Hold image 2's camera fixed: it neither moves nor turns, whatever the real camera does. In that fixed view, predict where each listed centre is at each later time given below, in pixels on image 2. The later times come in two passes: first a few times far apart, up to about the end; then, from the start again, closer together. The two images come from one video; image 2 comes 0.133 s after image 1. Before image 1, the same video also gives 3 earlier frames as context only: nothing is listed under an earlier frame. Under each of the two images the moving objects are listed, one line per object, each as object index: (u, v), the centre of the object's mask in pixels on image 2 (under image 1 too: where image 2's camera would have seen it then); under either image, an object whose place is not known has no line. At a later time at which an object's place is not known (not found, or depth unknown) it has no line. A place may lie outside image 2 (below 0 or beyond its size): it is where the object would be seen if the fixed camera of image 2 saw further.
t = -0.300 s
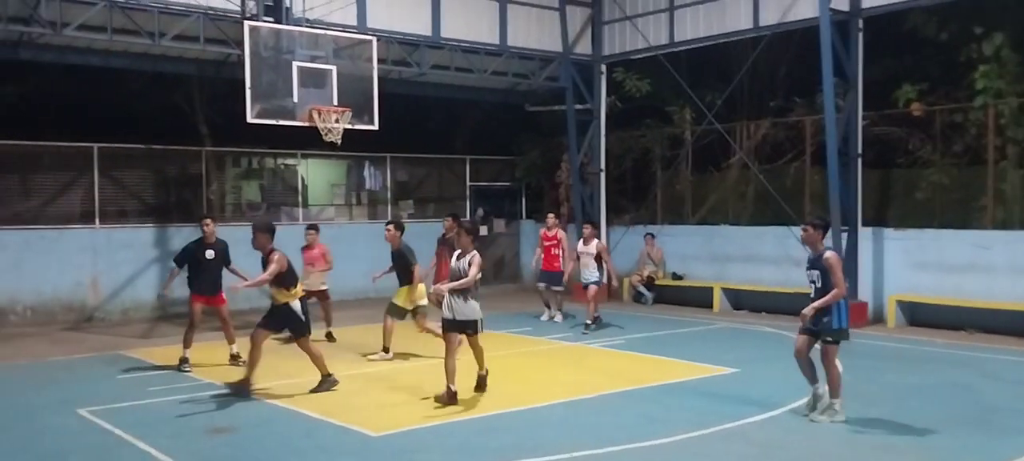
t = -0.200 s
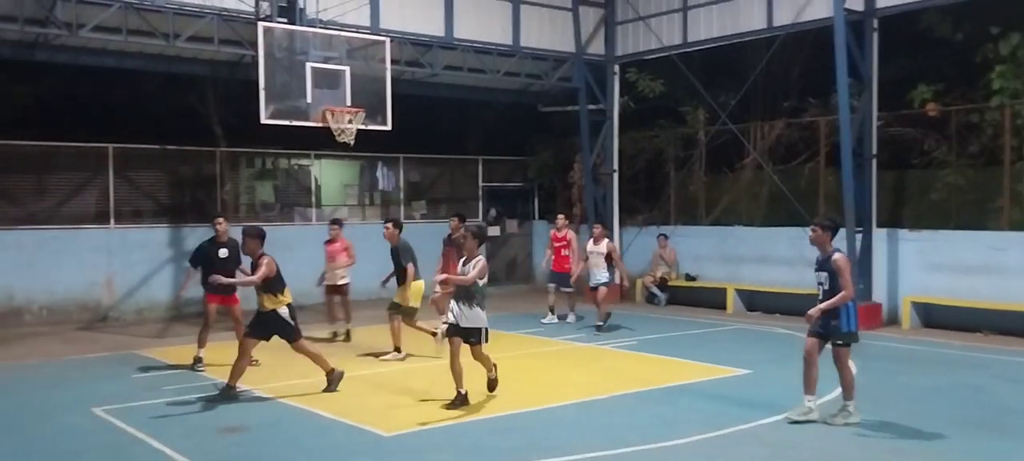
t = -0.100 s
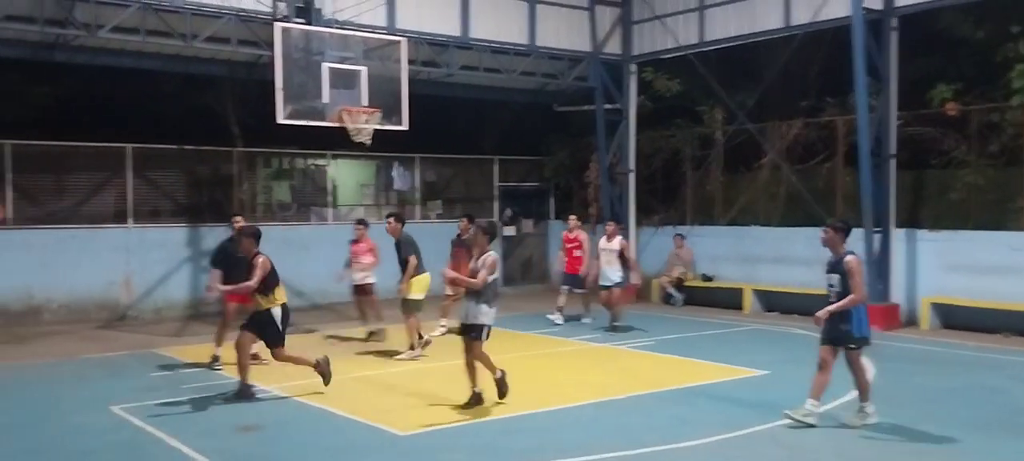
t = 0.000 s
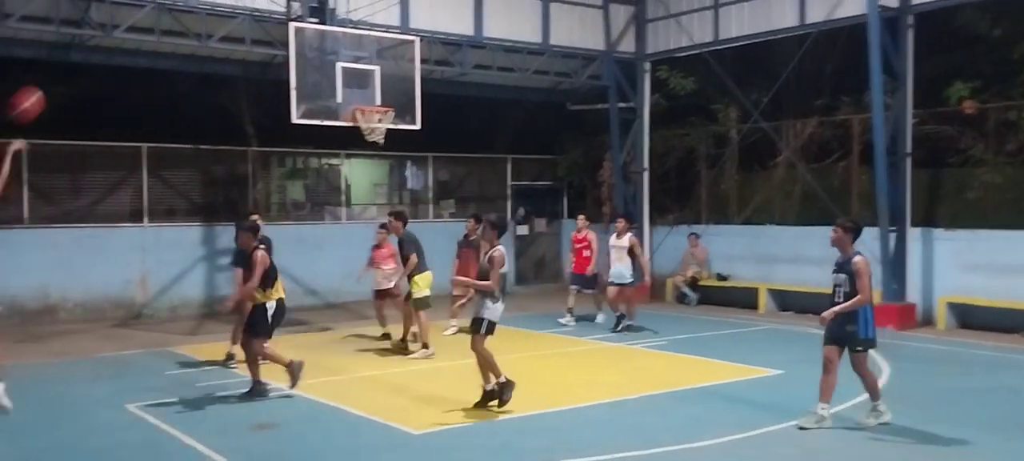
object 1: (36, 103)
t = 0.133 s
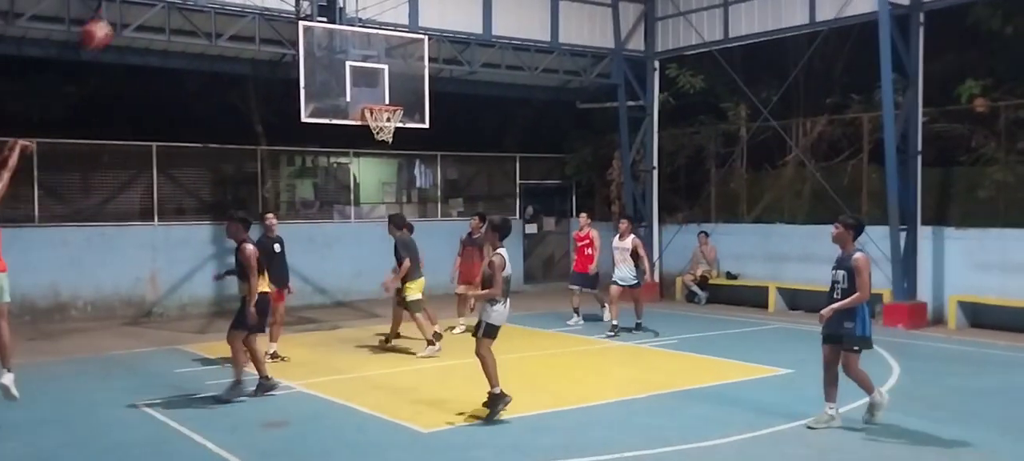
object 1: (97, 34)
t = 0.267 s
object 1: (148, 3)
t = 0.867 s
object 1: (326, 34)
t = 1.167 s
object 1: (349, 93)
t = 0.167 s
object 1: (110, 21)
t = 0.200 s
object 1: (124, 11)
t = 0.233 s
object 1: (135, 6)
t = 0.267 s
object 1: (148, 3)
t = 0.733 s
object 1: (293, 4)
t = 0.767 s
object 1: (302, 8)
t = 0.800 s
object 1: (310, 13)
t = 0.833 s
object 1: (318, 23)
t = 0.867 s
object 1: (326, 34)
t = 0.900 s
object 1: (334, 44)
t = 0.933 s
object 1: (341, 55)
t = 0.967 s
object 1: (350, 68)
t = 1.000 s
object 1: (357, 80)
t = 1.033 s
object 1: (363, 93)
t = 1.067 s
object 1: (365, 100)
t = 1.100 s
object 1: (359, 97)
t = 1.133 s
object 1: (355, 94)
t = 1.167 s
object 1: (349, 93)
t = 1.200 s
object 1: (343, 92)
